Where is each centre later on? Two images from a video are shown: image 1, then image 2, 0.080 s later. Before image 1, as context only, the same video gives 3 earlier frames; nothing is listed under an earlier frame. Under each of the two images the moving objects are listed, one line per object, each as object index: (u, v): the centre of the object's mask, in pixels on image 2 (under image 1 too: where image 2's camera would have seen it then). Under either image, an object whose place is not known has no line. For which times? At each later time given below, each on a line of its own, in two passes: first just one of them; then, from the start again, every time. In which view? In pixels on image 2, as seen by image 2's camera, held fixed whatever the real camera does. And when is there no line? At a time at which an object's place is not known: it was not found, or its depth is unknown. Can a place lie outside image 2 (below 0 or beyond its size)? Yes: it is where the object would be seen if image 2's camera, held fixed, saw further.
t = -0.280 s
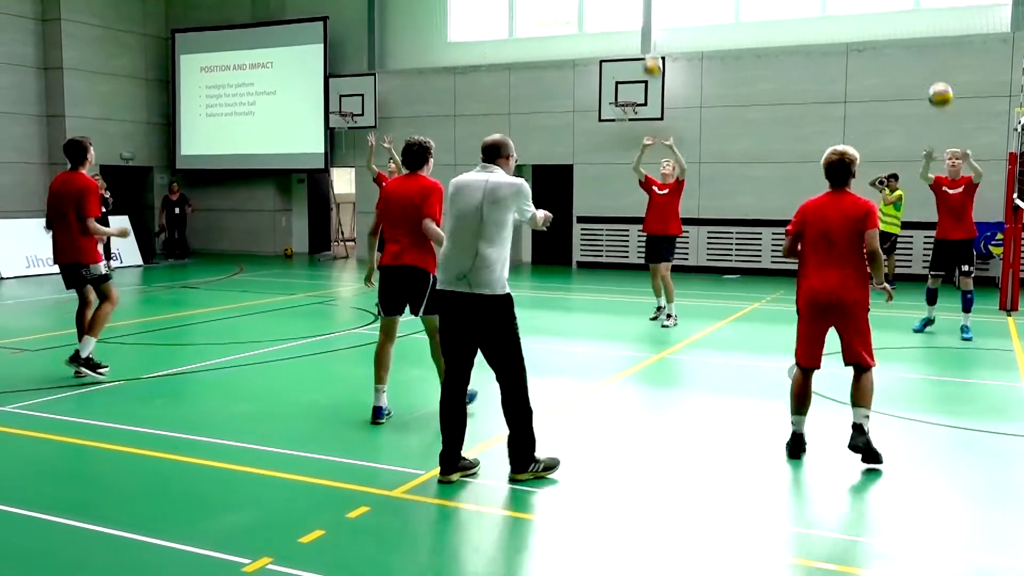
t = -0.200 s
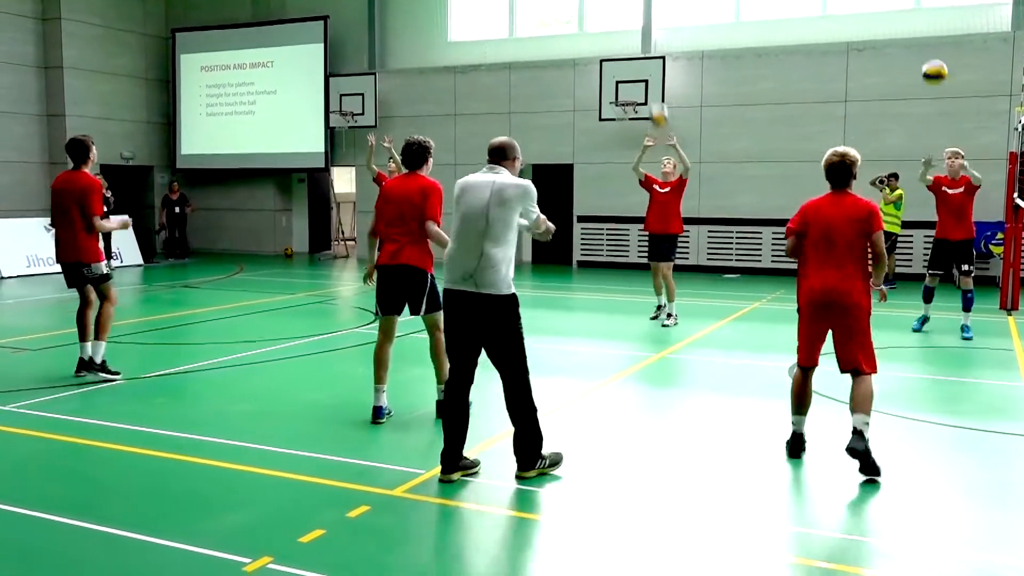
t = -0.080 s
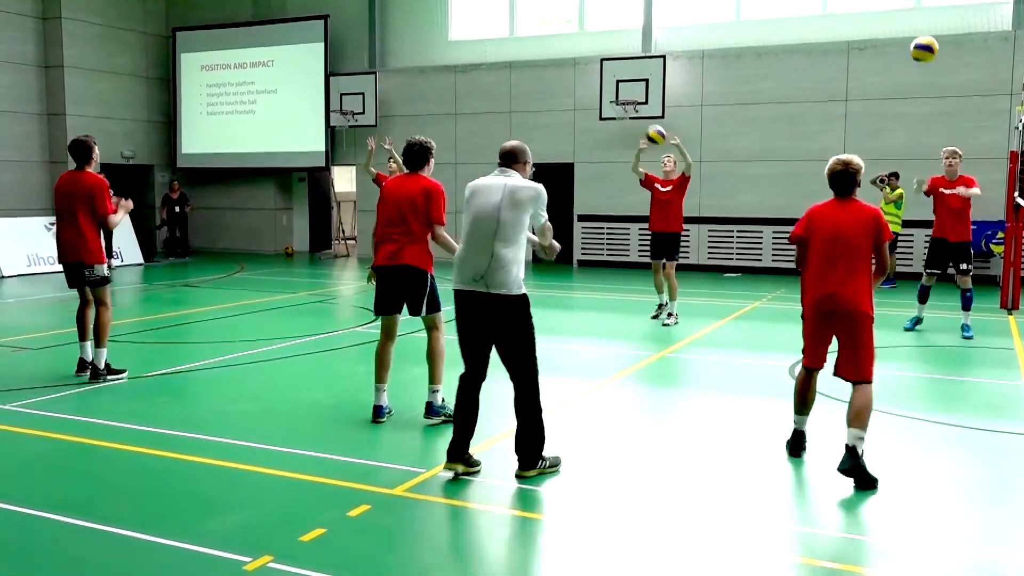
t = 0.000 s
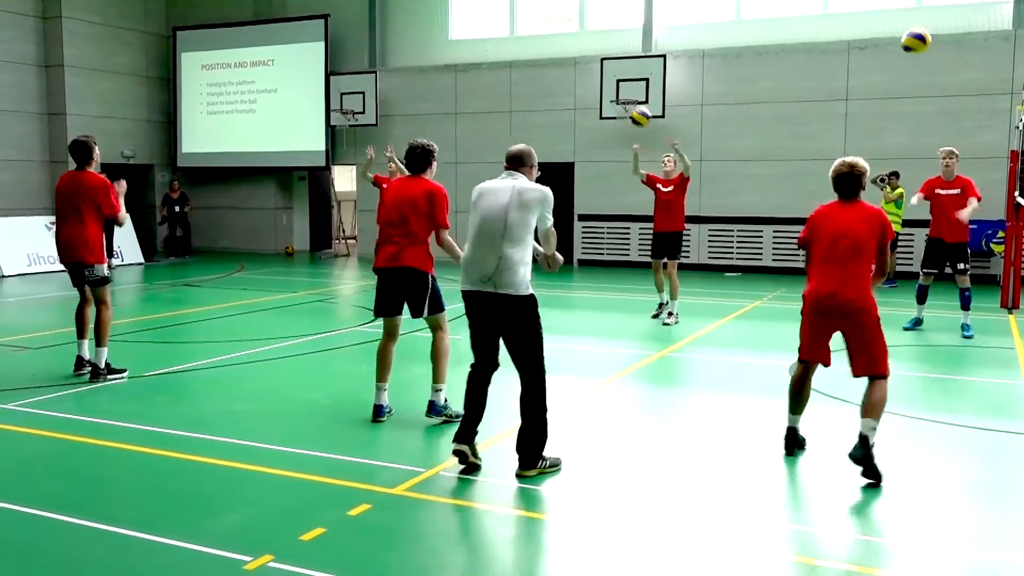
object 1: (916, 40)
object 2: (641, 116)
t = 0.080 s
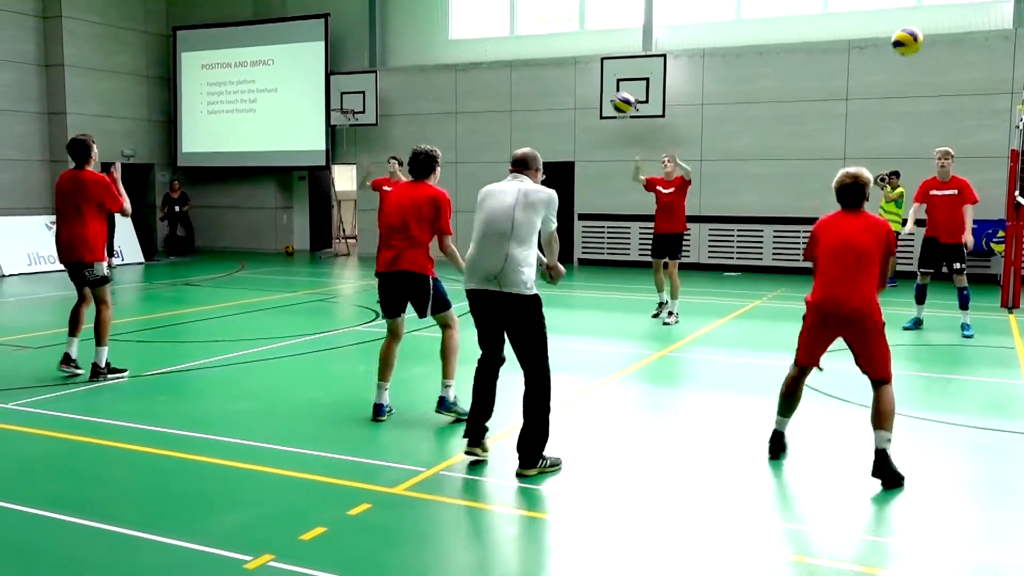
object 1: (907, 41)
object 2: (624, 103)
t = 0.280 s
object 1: (877, 82)
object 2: (574, 96)
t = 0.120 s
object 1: (902, 44)
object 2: (618, 99)
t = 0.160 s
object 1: (896, 50)
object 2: (604, 95)
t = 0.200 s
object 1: (890, 57)
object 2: (595, 94)
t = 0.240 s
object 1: (884, 68)
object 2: (585, 94)
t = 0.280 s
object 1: (877, 82)
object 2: (574, 96)
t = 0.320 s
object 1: (870, 99)
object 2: (563, 100)
